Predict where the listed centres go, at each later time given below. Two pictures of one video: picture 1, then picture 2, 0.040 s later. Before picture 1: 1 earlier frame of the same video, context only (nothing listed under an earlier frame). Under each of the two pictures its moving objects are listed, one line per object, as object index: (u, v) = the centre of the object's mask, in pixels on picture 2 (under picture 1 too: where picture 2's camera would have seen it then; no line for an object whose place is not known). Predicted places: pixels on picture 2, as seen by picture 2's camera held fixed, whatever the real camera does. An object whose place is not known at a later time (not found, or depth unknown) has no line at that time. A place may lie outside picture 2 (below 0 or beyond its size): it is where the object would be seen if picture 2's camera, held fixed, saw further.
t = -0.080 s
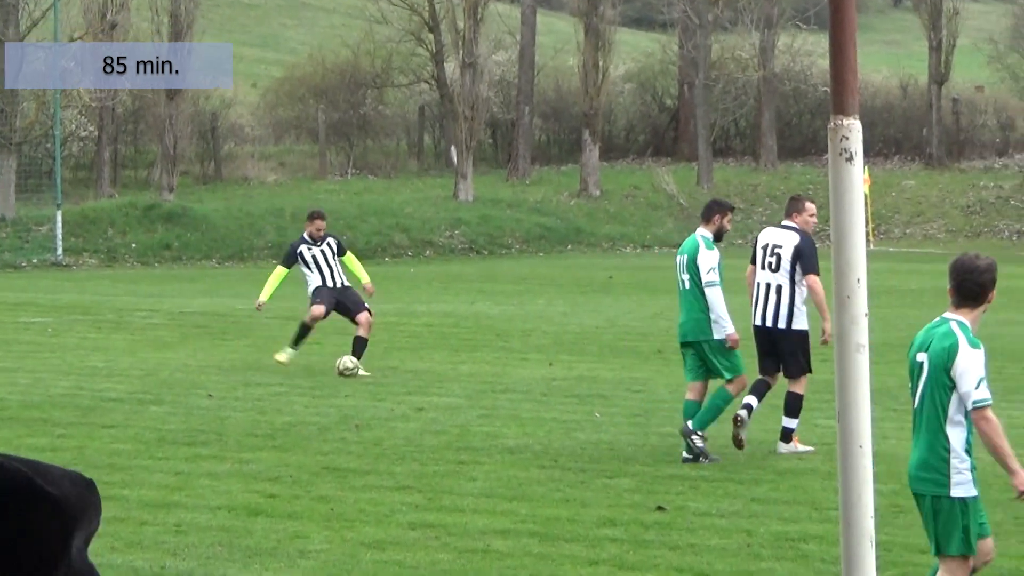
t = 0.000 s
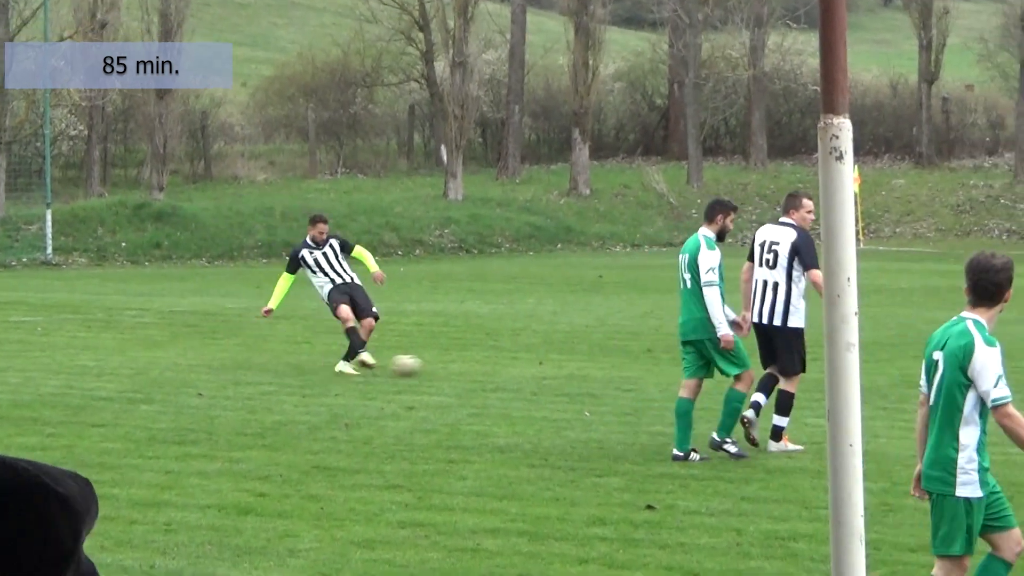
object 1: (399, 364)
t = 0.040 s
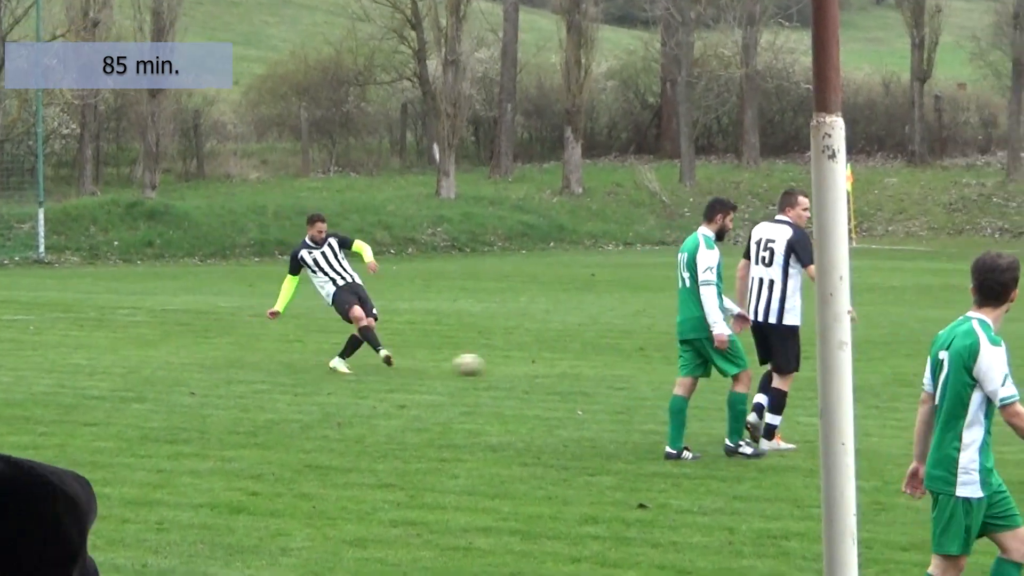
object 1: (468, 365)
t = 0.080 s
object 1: (537, 364)
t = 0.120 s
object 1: (605, 366)
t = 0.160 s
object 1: (670, 368)
